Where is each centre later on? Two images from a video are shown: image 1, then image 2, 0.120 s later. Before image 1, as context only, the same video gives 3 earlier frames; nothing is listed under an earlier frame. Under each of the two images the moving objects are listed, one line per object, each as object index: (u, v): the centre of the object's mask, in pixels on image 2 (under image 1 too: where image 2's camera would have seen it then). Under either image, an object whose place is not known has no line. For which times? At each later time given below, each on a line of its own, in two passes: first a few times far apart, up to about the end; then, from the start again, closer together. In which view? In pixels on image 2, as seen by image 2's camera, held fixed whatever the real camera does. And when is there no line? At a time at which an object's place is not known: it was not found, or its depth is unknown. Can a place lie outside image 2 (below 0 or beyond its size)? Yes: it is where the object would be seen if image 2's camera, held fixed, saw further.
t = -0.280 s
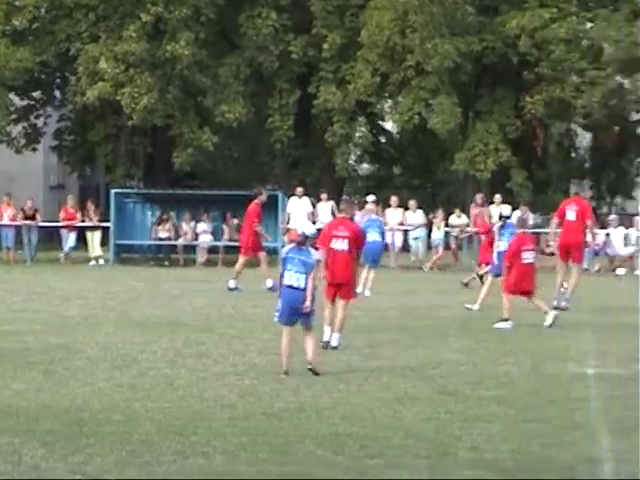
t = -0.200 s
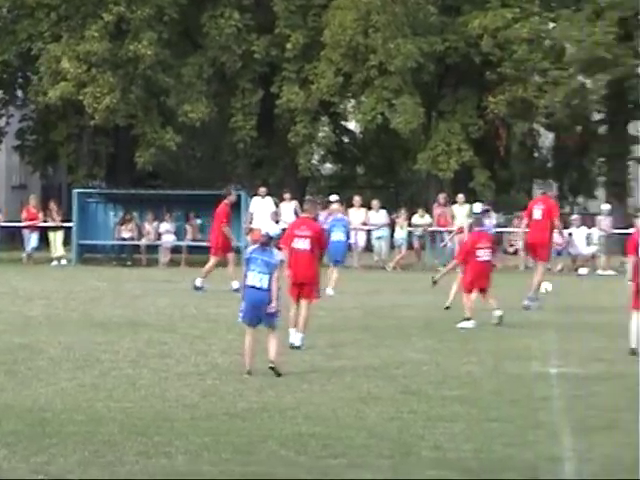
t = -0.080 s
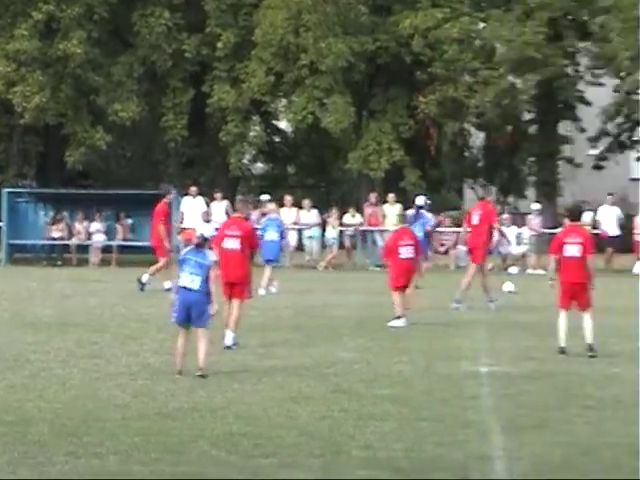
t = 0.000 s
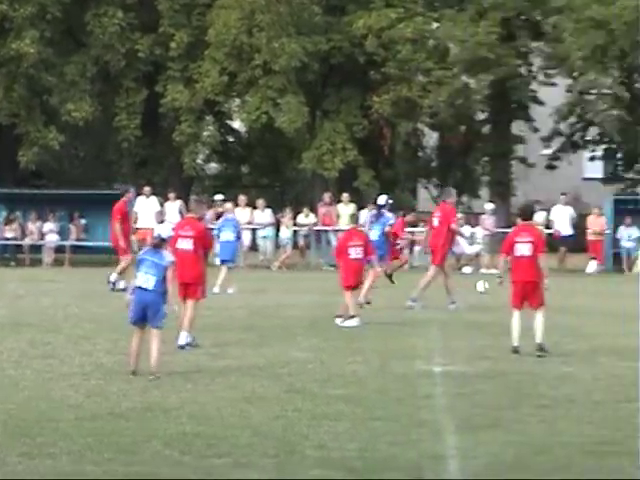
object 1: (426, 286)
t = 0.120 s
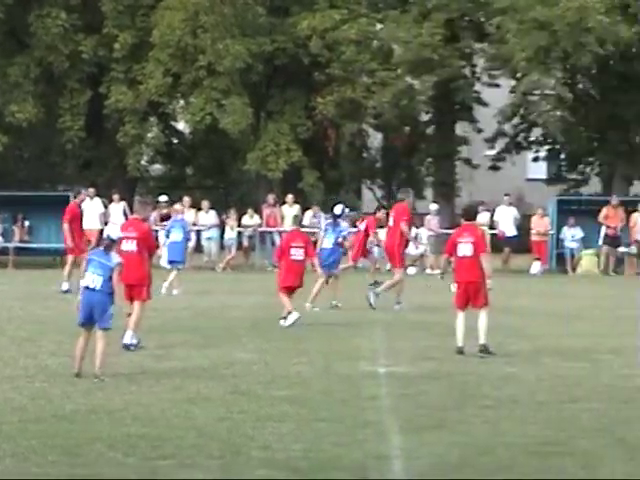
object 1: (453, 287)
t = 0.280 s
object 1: (495, 289)
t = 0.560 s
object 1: (559, 290)
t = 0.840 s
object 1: (621, 291)
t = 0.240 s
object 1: (489, 290)
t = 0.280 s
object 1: (495, 289)
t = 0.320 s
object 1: (504, 288)
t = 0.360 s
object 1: (514, 289)
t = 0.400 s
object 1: (523, 289)
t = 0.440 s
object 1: (532, 289)
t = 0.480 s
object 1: (541, 289)
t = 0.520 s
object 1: (551, 290)
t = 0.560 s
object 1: (559, 290)
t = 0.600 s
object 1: (568, 290)
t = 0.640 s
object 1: (578, 290)
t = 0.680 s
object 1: (587, 291)
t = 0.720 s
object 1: (595, 290)
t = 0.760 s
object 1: (603, 289)
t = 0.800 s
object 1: (612, 290)
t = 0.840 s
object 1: (621, 291)
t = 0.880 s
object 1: (629, 291)
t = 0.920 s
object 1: (637, 290)
